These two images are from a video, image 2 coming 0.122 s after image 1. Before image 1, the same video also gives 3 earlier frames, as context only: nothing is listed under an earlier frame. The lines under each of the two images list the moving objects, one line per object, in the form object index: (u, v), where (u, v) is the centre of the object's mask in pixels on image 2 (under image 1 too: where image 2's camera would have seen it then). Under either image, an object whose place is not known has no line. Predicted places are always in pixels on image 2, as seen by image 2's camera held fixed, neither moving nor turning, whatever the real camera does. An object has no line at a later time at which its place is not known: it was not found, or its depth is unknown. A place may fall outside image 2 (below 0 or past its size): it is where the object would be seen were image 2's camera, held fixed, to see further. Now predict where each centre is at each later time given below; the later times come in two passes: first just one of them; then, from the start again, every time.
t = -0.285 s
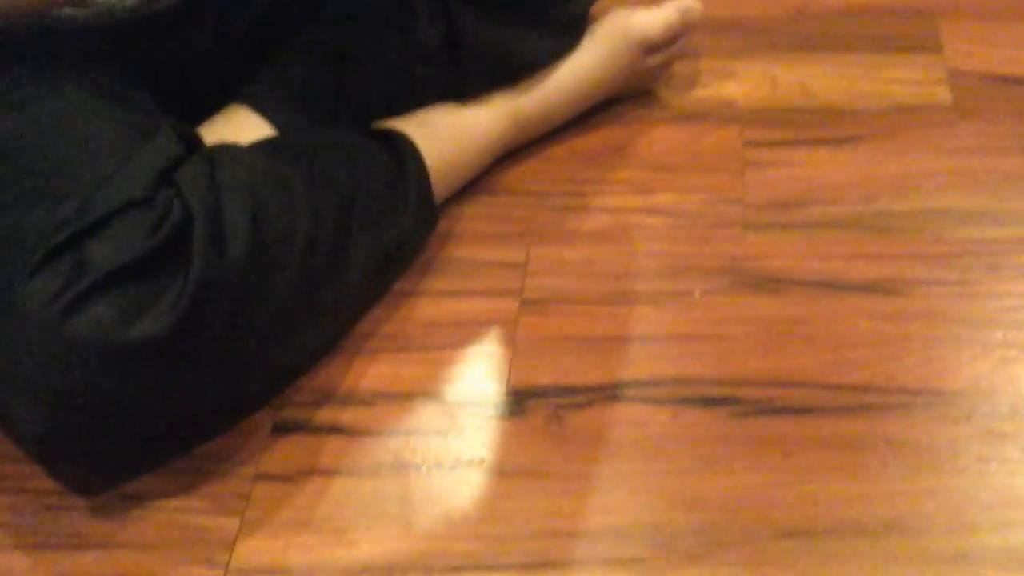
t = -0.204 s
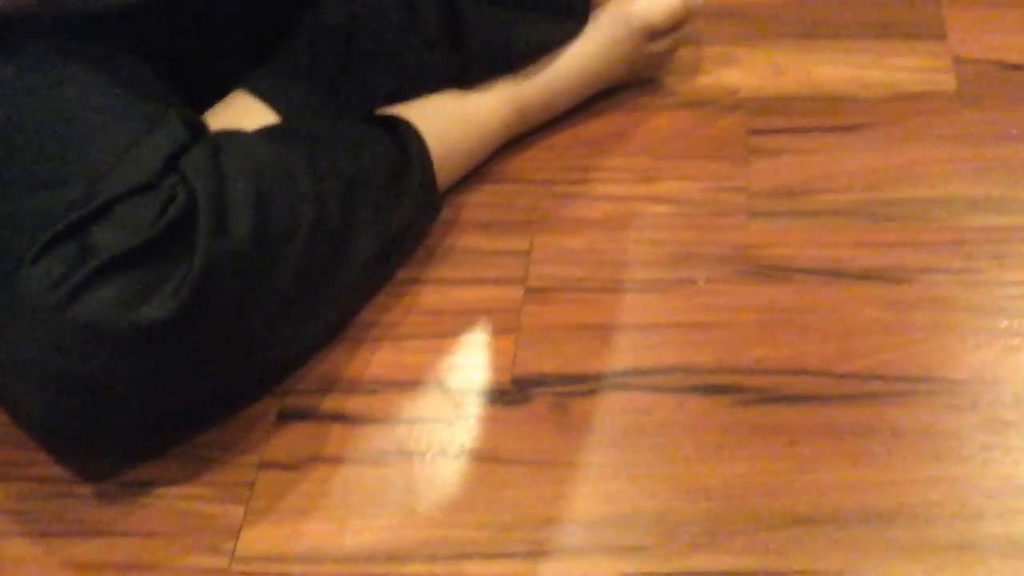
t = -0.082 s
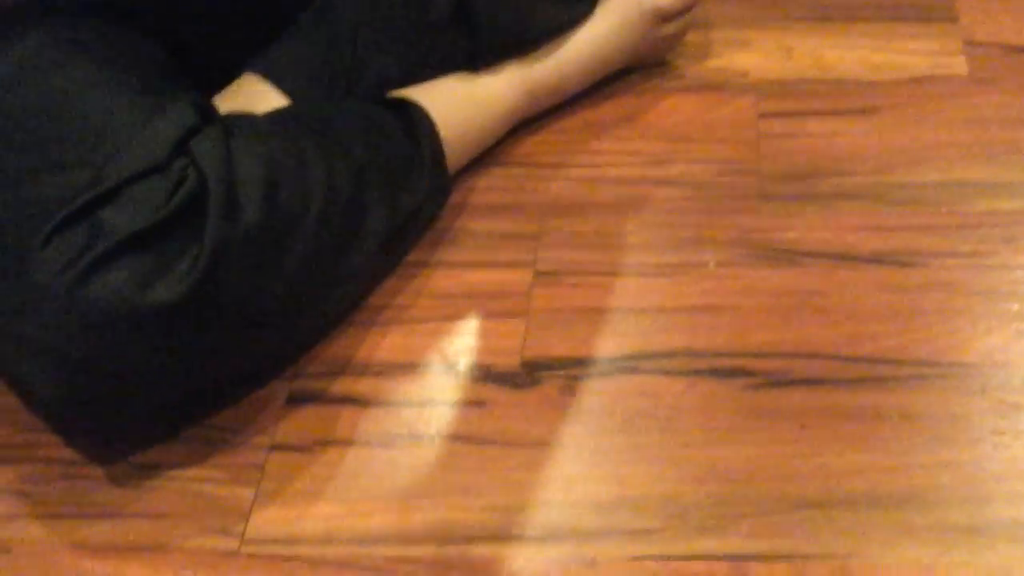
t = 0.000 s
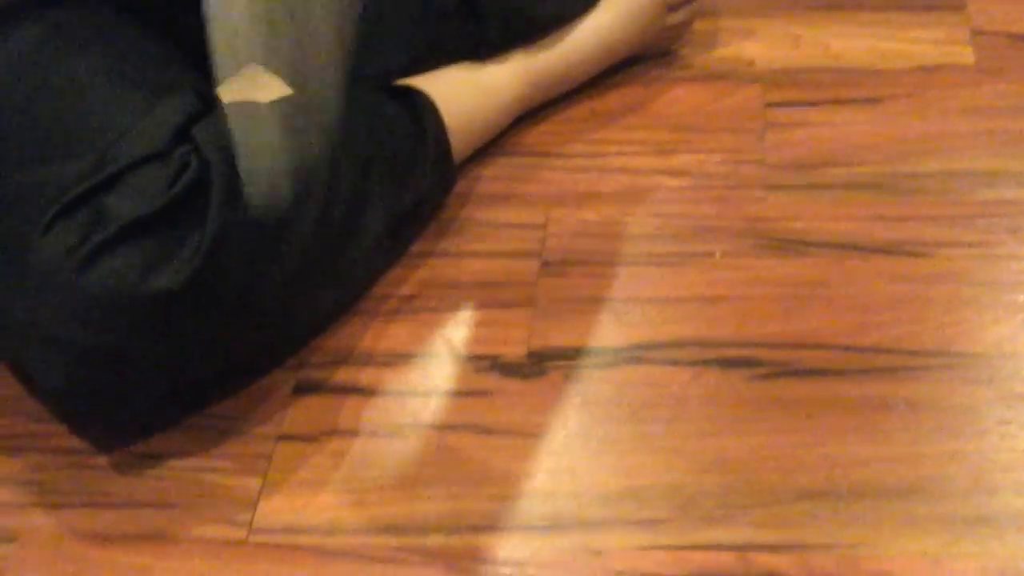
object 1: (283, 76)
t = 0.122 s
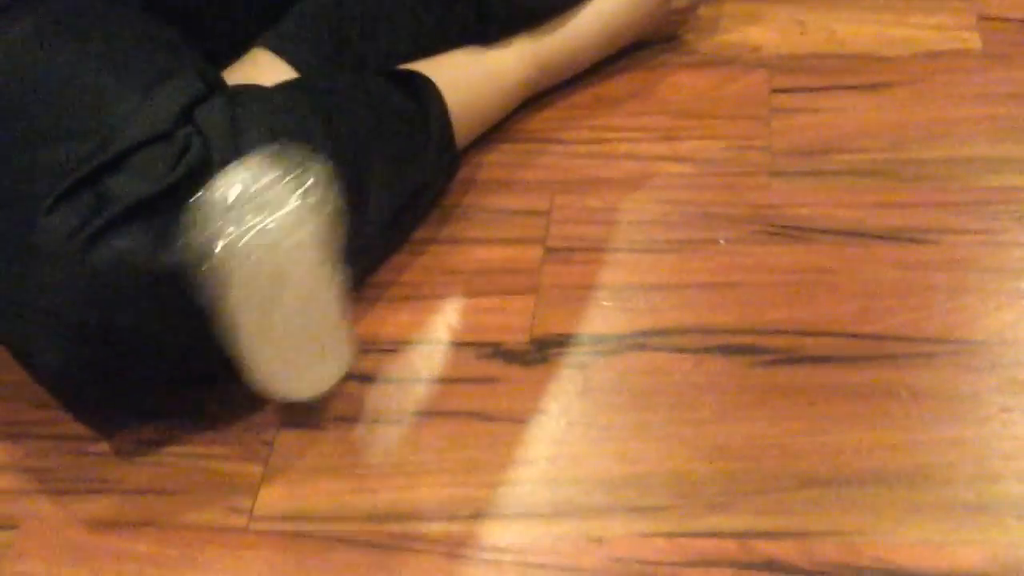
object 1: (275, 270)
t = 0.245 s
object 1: (232, 462)
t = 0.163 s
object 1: (241, 308)
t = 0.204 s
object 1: (225, 382)
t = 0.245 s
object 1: (232, 462)
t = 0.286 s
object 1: (228, 467)
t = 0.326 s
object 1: (221, 470)
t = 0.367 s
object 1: (218, 469)
